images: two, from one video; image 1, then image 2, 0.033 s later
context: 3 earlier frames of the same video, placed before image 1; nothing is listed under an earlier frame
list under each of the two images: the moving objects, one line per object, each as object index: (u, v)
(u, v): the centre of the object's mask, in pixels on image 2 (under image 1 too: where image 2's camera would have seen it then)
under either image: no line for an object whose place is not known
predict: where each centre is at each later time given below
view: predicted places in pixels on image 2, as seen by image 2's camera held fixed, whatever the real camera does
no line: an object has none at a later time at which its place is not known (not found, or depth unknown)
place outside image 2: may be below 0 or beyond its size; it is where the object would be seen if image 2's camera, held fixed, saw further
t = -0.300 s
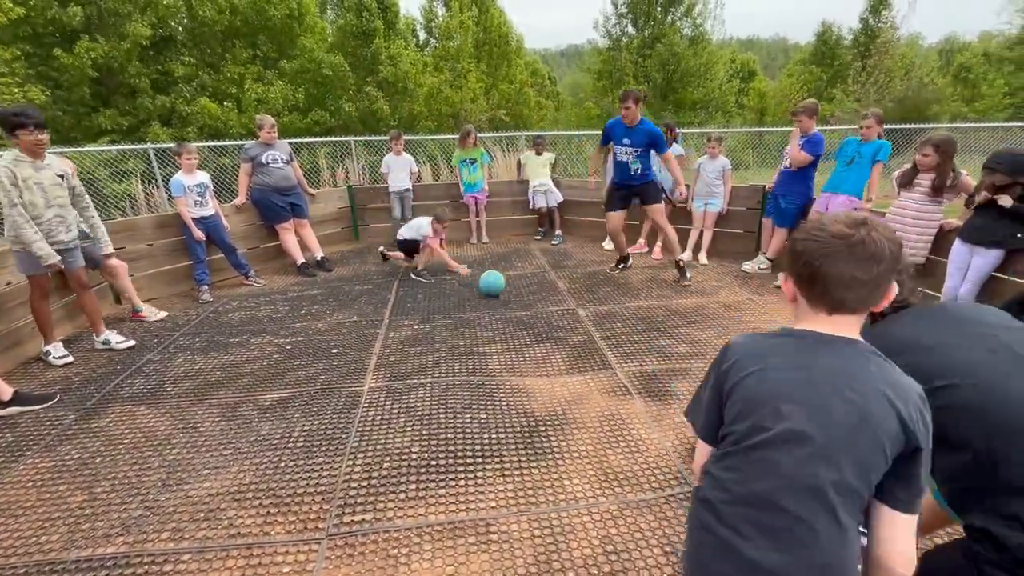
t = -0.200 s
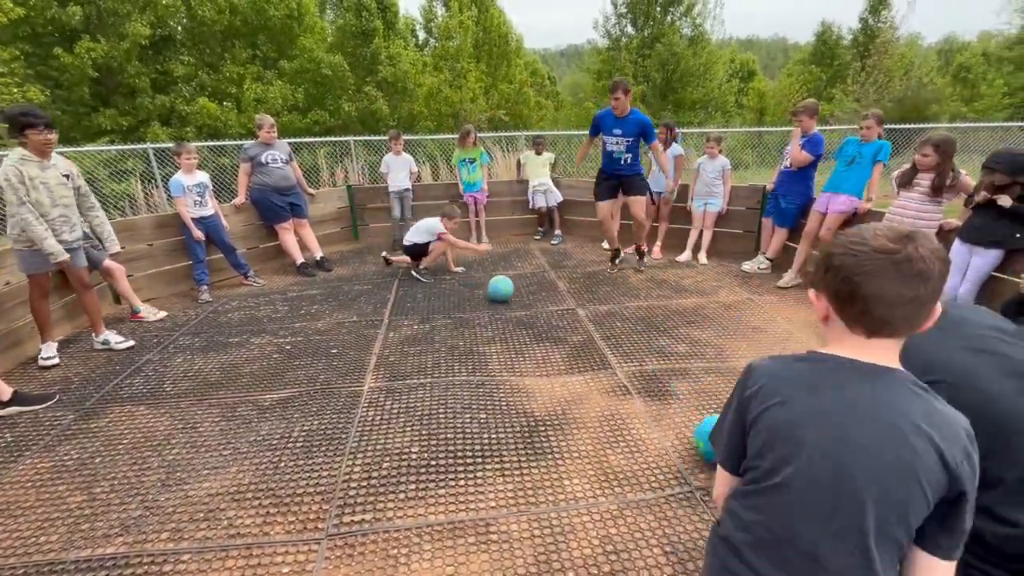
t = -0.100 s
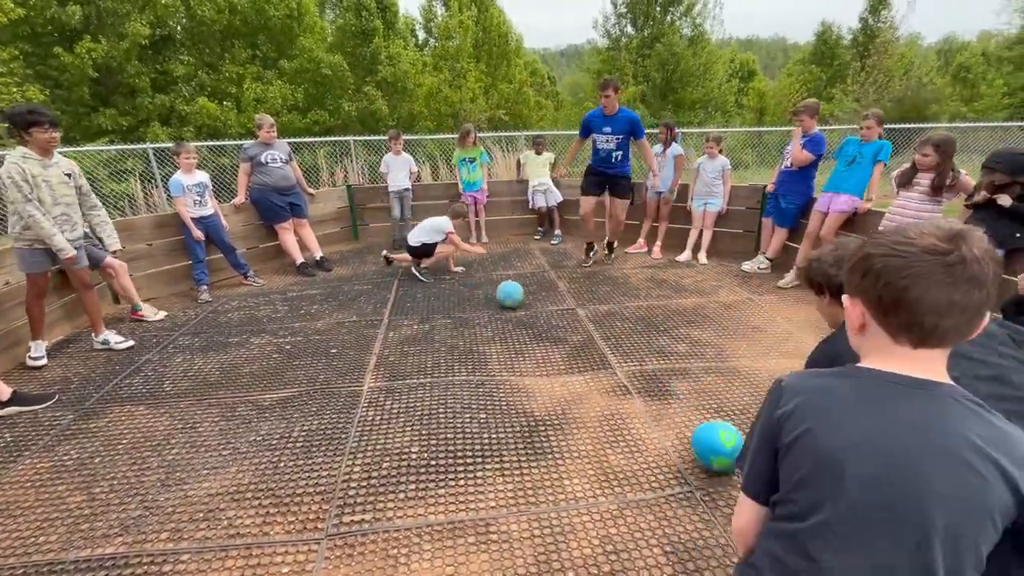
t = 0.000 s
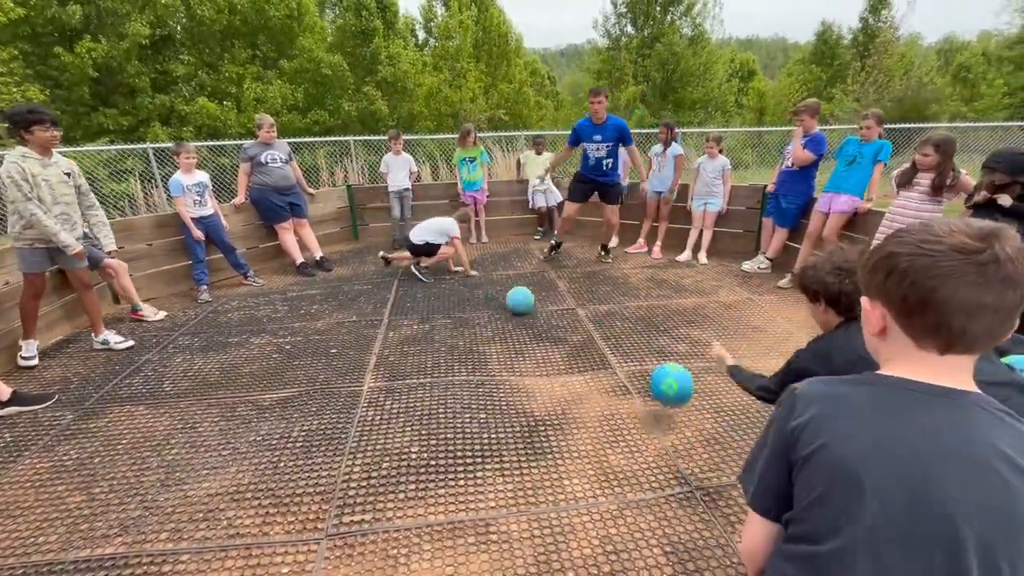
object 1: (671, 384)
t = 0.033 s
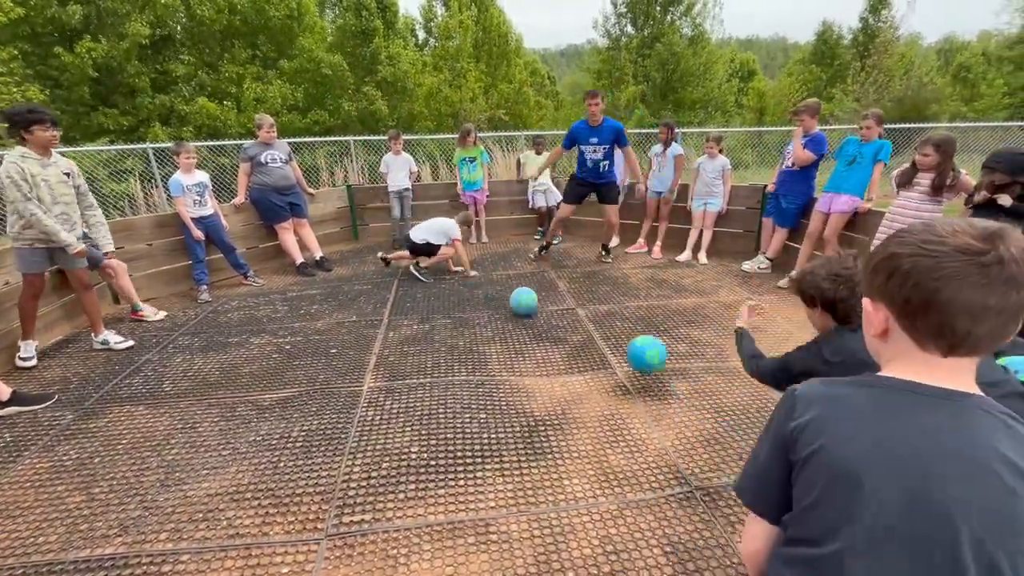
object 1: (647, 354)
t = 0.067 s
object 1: (627, 330)
